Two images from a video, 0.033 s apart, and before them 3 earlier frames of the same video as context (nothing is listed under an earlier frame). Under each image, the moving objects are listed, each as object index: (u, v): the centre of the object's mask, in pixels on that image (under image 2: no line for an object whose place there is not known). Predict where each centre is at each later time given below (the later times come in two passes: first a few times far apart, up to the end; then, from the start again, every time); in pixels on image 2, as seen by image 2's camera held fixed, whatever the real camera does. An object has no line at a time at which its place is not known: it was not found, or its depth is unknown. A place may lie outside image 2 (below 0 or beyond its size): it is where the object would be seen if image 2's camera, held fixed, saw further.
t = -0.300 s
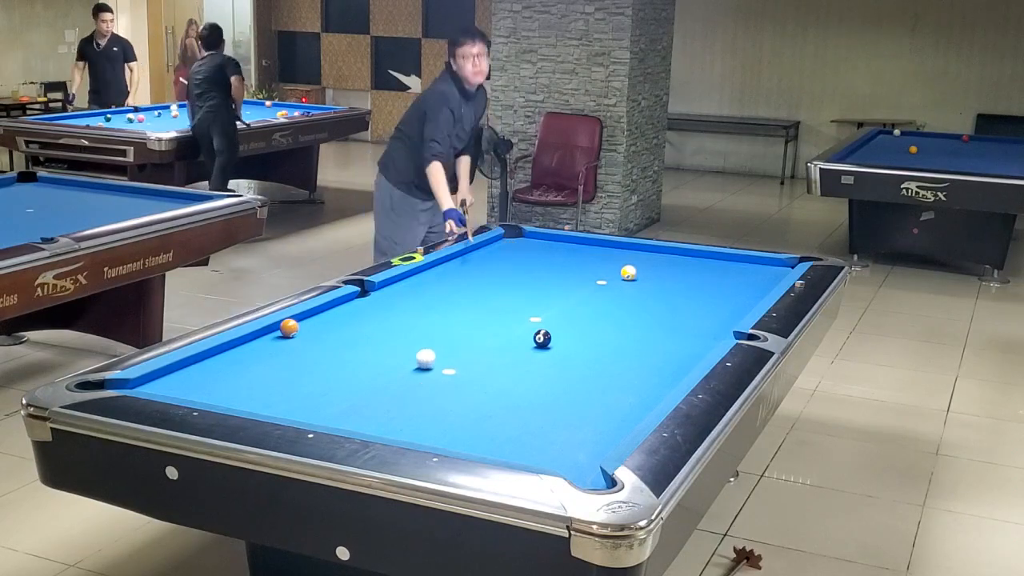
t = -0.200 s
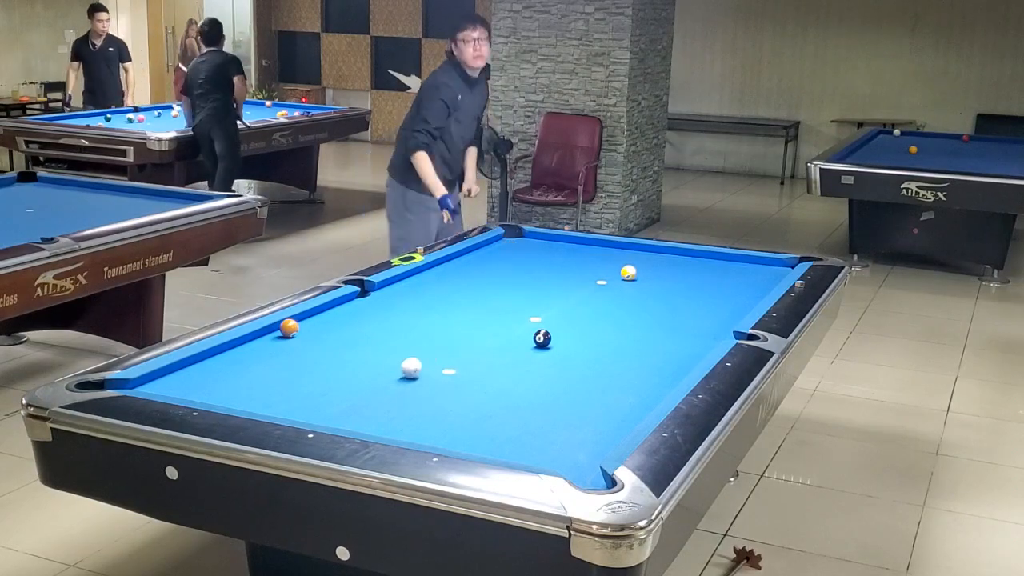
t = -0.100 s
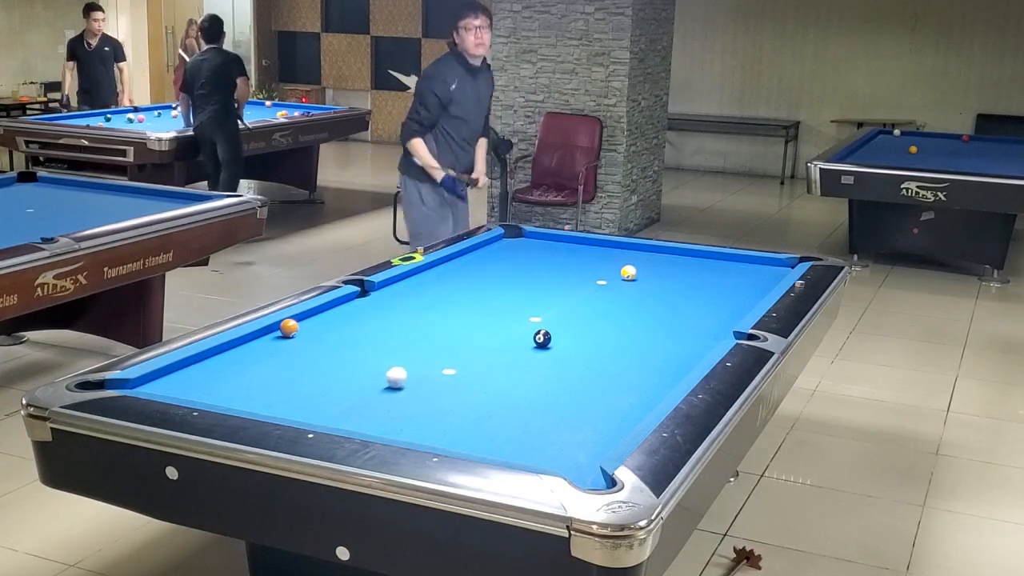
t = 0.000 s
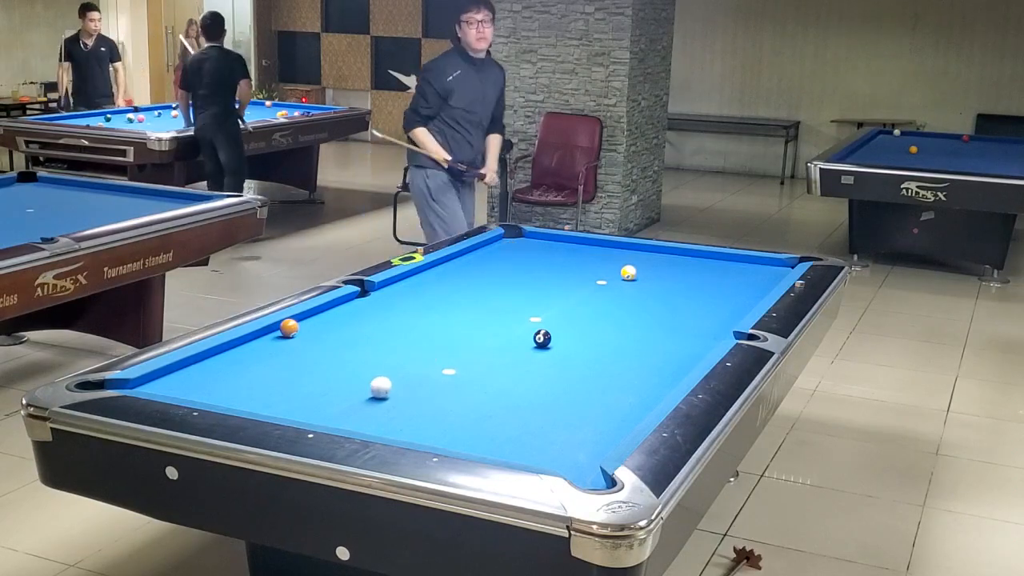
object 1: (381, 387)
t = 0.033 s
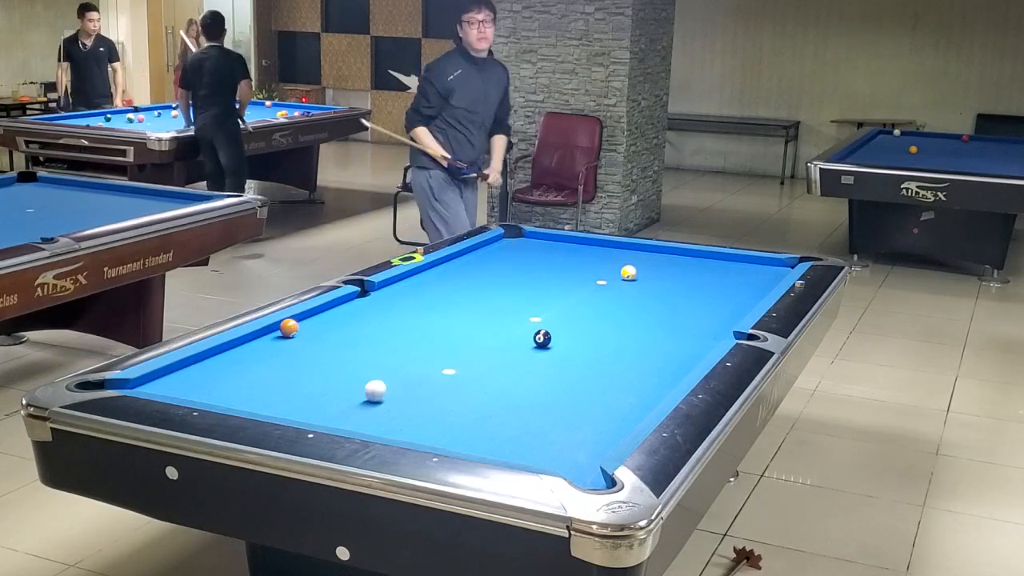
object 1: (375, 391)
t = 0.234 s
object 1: (340, 413)
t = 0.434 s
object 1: (329, 417)
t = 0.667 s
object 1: (353, 404)
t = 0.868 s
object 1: (372, 393)
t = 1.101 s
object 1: (390, 380)
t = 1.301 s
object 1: (405, 371)
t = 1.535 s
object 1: (421, 361)
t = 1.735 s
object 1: (435, 353)
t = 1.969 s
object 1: (450, 345)
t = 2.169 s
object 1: (462, 339)
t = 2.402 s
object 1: (474, 332)
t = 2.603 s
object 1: (485, 326)
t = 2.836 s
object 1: (496, 321)
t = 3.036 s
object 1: (503, 316)
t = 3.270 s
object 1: (512, 311)
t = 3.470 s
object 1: (518, 308)
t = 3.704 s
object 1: (524, 304)
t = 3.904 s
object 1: (529, 301)
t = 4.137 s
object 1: (534, 297)
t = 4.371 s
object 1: (539, 295)
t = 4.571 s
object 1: (543, 292)
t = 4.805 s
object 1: (548, 290)
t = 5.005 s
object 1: (551, 289)
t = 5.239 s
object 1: (554, 287)
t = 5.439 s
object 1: (557, 285)
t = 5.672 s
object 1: (559, 284)
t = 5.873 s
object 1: (561, 283)
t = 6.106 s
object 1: (562, 282)
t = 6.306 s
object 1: (563, 282)
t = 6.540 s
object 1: (564, 281)
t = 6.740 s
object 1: (564, 281)
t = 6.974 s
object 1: (564, 281)
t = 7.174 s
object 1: (564, 281)
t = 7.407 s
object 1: (564, 281)
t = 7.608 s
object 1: (564, 281)
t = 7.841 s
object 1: (564, 281)
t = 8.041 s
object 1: (564, 281)
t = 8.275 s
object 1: (564, 281)
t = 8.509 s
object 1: (564, 281)
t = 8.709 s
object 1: (564, 281)
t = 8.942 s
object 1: (564, 281)
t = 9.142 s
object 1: (564, 281)
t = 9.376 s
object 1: (564, 281)
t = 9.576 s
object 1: (564, 281)
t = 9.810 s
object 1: (564, 281)
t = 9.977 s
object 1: (564, 281)
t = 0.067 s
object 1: (370, 394)
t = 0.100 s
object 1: (364, 398)
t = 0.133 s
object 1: (358, 401)
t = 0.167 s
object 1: (352, 405)
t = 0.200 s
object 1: (346, 408)
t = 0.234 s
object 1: (340, 413)
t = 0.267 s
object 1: (335, 415)
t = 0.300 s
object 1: (329, 417)
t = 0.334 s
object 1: (323, 419)
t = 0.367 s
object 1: (323, 419)
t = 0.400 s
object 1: (326, 418)
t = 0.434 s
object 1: (329, 417)
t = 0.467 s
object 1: (333, 416)
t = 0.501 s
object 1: (337, 415)
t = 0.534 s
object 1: (340, 413)
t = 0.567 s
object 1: (344, 411)
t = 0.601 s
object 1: (347, 408)
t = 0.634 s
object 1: (350, 406)
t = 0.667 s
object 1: (353, 404)
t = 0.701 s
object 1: (356, 402)
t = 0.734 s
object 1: (360, 400)
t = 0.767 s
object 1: (363, 398)
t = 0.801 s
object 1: (366, 396)
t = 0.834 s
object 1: (369, 394)
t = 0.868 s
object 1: (372, 393)
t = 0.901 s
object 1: (374, 391)
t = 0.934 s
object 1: (377, 389)
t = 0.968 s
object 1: (380, 387)
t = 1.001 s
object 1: (383, 385)
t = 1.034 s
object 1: (385, 384)
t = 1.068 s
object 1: (388, 382)
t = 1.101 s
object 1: (390, 380)
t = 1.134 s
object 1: (393, 378)
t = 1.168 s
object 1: (396, 377)
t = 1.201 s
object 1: (398, 375)
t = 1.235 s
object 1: (401, 374)
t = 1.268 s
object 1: (403, 372)
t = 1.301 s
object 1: (405, 371)
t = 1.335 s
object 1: (407, 369)
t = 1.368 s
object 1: (410, 367)
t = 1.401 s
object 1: (412, 366)
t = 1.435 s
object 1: (414, 365)
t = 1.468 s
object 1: (416, 363)
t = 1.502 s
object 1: (419, 362)
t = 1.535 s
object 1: (421, 361)
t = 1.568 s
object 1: (423, 359)
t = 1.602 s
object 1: (425, 358)
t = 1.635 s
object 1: (428, 357)
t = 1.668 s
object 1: (430, 355)
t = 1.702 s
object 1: (432, 354)
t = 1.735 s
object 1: (435, 353)
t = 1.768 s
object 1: (437, 352)
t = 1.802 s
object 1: (439, 351)
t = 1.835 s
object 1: (441, 349)
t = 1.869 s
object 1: (444, 348)
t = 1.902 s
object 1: (446, 347)
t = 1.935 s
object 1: (448, 346)
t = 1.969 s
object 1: (450, 345)
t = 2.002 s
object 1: (452, 344)
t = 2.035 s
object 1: (454, 343)
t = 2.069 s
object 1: (456, 342)
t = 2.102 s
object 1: (458, 341)
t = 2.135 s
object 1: (460, 340)
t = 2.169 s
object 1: (462, 339)
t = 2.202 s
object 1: (464, 338)
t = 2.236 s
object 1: (465, 337)
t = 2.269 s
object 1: (467, 336)
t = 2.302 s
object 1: (469, 335)
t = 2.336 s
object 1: (471, 334)
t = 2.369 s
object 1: (472, 333)
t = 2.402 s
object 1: (474, 332)
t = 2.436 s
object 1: (476, 331)
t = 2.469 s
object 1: (477, 330)
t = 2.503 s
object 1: (481, 329)
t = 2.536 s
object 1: (482, 328)
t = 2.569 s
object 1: (484, 327)
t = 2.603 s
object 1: (485, 326)
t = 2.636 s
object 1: (487, 325)
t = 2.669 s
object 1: (489, 324)
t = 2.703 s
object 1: (490, 324)
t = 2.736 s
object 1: (491, 323)
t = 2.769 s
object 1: (493, 322)
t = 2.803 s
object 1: (494, 321)
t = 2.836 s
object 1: (496, 321)
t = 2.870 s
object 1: (497, 319)
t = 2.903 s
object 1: (498, 319)
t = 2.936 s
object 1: (500, 318)
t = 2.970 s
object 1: (501, 317)
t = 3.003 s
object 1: (502, 317)
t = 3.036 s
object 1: (503, 316)
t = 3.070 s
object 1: (505, 315)
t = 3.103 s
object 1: (506, 315)
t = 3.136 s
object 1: (507, 314)
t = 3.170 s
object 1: (508, 313)
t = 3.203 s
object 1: (509, 313)
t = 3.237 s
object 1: (511, 312)
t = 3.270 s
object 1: (512, 311)
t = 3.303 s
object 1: (513, 311)
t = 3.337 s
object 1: (514, 310)
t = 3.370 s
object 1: (515, 310)
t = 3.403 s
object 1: (516, 309)
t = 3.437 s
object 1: (517, 308)
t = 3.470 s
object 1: (518, 308)
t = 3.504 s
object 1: (519, 307)
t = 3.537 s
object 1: (520, 307)
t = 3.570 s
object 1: (521, 306)
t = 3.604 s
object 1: (522, 305)
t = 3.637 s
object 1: (523, 305)
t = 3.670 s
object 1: (523, 304)
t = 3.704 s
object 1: (524, 304)
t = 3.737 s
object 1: (525, 303)
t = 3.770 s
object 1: (526, 303)
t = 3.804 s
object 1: (527, 302)
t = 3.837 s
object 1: (528, 302)
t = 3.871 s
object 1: (529, 301)
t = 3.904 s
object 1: (529, 301)
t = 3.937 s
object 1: (530, 300)
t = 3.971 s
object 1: (531, 300)
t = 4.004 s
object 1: (532, 299)
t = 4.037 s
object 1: (532, 299)
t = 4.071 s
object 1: (533, 298)
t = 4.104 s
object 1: (534, 298)
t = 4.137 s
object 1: (534, 297)
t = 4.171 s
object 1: (535, 297)
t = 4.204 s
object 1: (536, 296)
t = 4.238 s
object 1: (536, 296)
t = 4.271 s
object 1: (537, 296)
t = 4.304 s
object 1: (538, 295)
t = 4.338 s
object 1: (538, 295)
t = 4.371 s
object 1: (539, 295)
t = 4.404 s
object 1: (540, 294)
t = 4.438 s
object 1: (540, 294)
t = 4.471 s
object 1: (541, 293)
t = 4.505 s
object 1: (542, 293)
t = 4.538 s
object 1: (542, 293)
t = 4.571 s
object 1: (543, 292)
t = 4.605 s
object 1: (544, 292)
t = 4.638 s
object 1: (545, 292)
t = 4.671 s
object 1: (545, 291)
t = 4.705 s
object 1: (546, 291)
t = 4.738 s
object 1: (546, 291)
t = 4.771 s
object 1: (547, 290)
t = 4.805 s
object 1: (548, 290)
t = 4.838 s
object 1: (548, 290)
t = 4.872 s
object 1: (549, 290)
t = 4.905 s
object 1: (550, 289)
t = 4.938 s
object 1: (550, 289)
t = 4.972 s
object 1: (551, 289)
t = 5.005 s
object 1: (551, 289)
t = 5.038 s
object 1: (552, 288)
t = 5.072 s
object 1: (552, 288)
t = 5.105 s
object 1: (552, 288)
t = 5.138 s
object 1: (553, 287)
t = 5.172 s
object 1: (554, 287)
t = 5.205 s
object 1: (554, 287)
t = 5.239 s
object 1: (554, 287)
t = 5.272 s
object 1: (555, 287)
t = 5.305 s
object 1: (555, 286)
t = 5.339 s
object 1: (556, 286)
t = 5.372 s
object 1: (556, 286)
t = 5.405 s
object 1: (557, 286)
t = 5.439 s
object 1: (557, 285)
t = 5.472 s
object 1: (558, 285)
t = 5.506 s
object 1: (558, 285)
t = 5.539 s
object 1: (558, 285)
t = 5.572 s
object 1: (559, 285)
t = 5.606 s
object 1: (559, 284)
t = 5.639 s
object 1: (559, 284)
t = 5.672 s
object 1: (559, 284)
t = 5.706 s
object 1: (560, 284)
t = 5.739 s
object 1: (560, 284)
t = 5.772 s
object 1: (560, 283)
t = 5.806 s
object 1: (560, 283)
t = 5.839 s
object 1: (561, 283)
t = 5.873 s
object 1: (561, 283)
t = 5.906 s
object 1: (561, 283)
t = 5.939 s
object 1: (561, 283)
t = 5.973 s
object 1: (561, 283)
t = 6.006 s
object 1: (561, 282)
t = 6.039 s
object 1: (561, 282)
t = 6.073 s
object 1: (562, 282)
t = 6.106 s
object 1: (562, 282)
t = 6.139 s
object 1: (562, 282)
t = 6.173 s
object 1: (562, 282)
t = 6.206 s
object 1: (562, 282)
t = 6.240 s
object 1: (563, 282)
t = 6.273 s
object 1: (563, 282)
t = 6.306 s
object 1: (563, 282)
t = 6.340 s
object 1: (563, 282)
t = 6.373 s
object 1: (563, 281)
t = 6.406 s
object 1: (563, 281)
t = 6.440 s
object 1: (563, 281)
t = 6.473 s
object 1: (564, 281)
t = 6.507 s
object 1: (563, 281)
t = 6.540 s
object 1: (564, 281)
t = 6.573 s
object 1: (564, 281)
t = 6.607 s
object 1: (564, 281)
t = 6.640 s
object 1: (564, 281)
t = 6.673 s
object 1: (564, 281)
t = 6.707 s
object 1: (564, 281)
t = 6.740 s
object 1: (564, 281)
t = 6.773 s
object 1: (564, 281)
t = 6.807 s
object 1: (564, 281)
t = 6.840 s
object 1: (564, 281)
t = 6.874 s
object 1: (564, 281)
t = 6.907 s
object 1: (564, 281)
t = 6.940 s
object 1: (564, 281)
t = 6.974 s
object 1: (564, 281)
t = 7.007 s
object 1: (564, 281)
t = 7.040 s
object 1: (564, 281)
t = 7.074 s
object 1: (564, 281)
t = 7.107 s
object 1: (564, 281)
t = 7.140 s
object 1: (564, 281)
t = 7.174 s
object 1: (564, 281)
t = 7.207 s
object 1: (564, 281)
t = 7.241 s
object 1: (564, 281)
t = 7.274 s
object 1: (564, 281)
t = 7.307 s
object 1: (564, 281)
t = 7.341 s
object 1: (564, 281)
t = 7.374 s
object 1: (564, 281)
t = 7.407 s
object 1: (564, 281)
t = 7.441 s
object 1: (564, 281)
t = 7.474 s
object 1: (564, 281)
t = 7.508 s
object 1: (564, 281)
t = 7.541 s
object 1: (564, 281)
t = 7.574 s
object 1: (564, 281)
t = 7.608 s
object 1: (564, 281)
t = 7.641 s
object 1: (564, 281)
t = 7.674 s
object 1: (564, 281)
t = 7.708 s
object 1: (564, 281)
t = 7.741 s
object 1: (564, 281)
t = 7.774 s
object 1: (564, 281)
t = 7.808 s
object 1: (564, 281)
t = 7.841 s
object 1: (564, 281)
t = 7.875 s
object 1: (564, 281)
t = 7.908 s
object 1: (564, 281)
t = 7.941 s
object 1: (564, 281)
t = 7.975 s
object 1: (564, 281)
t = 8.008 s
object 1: (564, 281)
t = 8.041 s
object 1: (564, 281)
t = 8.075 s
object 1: (564, 281)
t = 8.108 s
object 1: (564, 281)
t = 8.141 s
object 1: (564, 281)
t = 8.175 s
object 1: (564, 281)
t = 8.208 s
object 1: (564, 281)
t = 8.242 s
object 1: (564, 281)
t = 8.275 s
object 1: (564, 281)
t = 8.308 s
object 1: (564, 281)
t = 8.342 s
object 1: (564, 281)
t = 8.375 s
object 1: (564, 281)
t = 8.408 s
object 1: (564, 281)
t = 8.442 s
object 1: (564, 281)
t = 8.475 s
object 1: (564, 281)
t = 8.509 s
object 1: (564, 281)
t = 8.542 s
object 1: (564, 281)
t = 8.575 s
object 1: (564, 281)
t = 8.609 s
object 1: (564, 281)
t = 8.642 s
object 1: (564, 281)
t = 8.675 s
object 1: (564, 281)
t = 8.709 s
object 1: (564, 281)
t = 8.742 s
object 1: (564, 281)
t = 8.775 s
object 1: (564, 281)
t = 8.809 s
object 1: (564, 281)
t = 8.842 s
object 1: (564, 281)
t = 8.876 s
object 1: (564, 281)
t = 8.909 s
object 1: (564, 281)
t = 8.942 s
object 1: (564, 281)
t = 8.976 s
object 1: (564, 281)
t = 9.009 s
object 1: (564, 281)
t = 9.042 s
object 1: (564, 281)
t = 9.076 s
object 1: (564, 281)
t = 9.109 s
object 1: (564, 281)
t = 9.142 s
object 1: (564, 281)
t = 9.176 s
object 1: (564, 281)
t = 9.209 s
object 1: (564, 281)
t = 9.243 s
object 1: (564, 281)
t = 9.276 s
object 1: (564, 281)
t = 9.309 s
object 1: (564, 281)
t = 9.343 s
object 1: (564, 281)
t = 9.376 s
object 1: (564, 281)
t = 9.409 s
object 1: (564, 281)
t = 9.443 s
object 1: (564, 281)
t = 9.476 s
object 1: (564, 281)
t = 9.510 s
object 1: (564, 281)
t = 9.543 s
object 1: (564, 281)
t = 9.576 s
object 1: (564, 281)
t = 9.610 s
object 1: (564, 281)
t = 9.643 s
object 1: (564, 281)
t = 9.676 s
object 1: (564, 281)
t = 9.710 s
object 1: (564, 281)
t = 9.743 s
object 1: (564, 281)
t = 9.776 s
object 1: (564, 281)
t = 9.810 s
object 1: (564, 281)
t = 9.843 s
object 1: (564, 281)
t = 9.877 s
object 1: (564, 281)
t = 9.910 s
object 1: (564, 281)
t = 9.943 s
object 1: (564, 281)
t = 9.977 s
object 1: (564, 281)
